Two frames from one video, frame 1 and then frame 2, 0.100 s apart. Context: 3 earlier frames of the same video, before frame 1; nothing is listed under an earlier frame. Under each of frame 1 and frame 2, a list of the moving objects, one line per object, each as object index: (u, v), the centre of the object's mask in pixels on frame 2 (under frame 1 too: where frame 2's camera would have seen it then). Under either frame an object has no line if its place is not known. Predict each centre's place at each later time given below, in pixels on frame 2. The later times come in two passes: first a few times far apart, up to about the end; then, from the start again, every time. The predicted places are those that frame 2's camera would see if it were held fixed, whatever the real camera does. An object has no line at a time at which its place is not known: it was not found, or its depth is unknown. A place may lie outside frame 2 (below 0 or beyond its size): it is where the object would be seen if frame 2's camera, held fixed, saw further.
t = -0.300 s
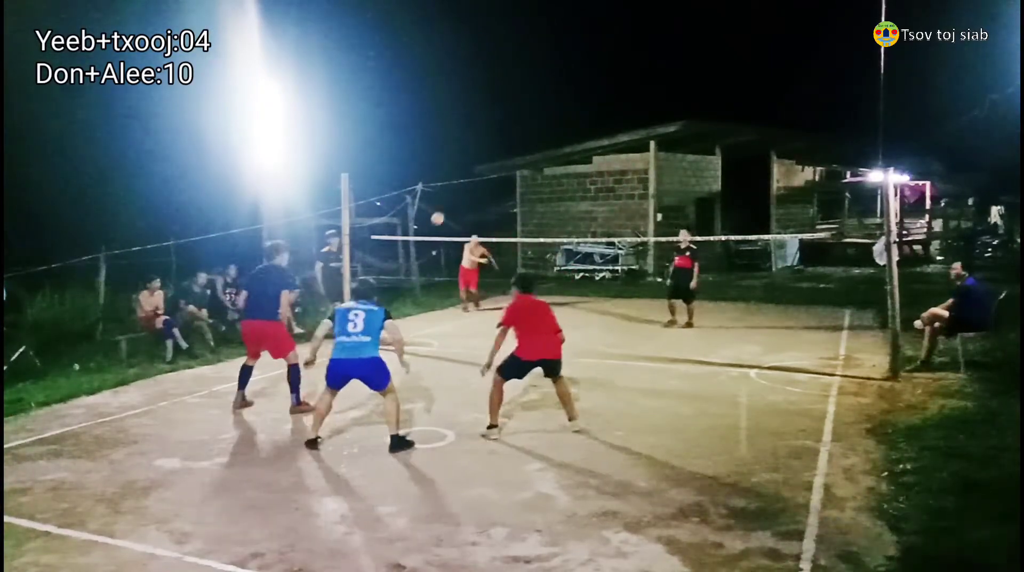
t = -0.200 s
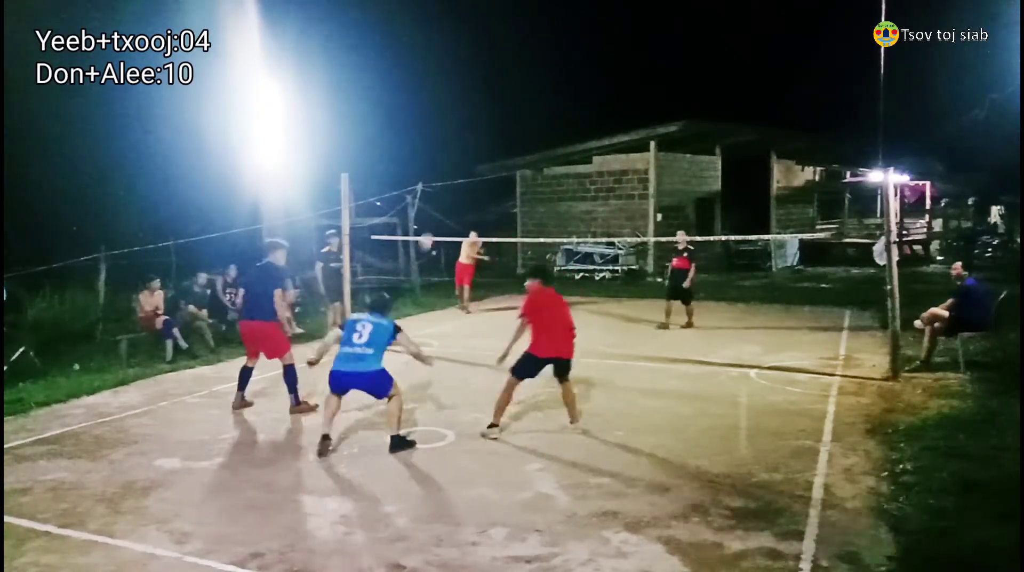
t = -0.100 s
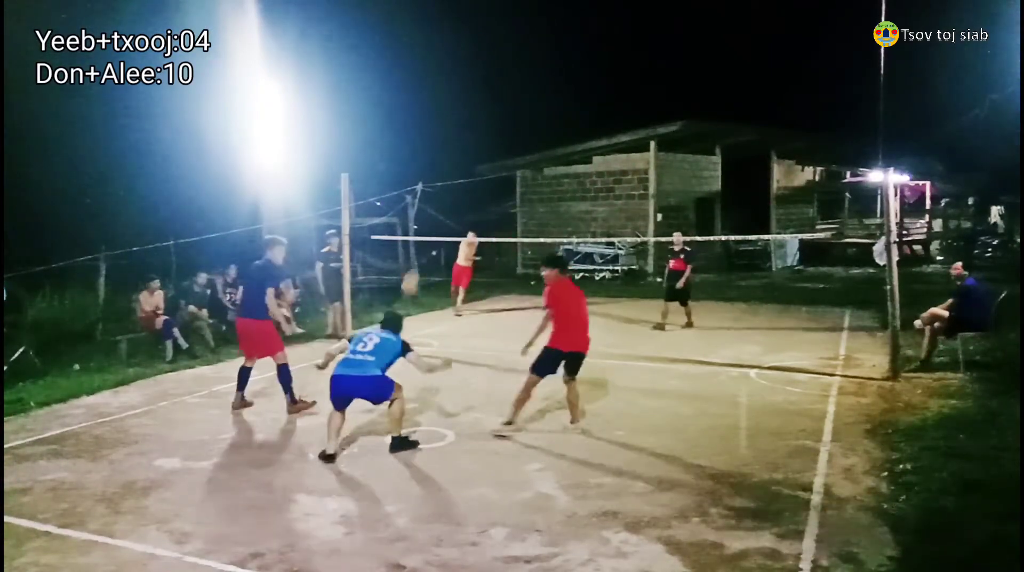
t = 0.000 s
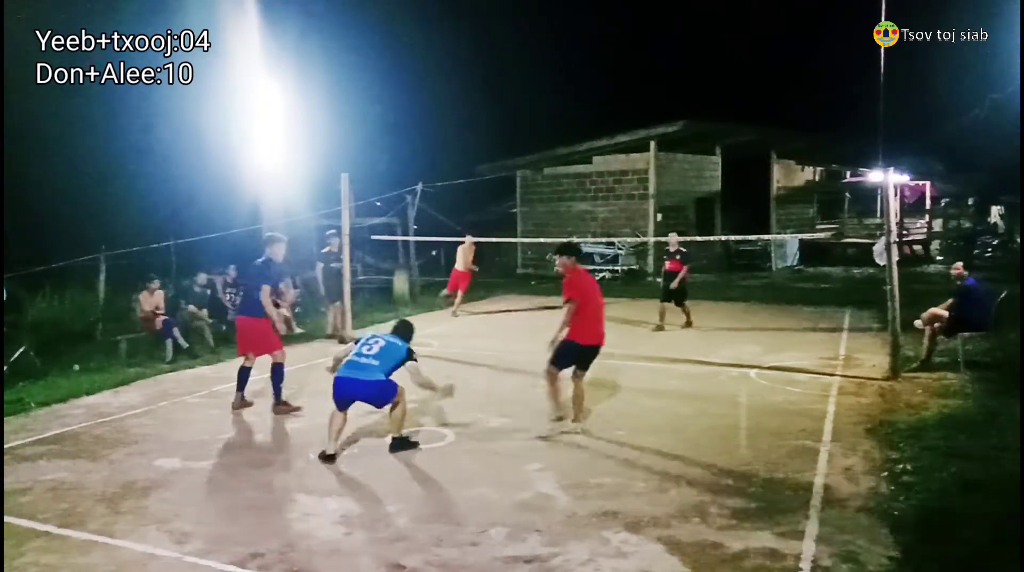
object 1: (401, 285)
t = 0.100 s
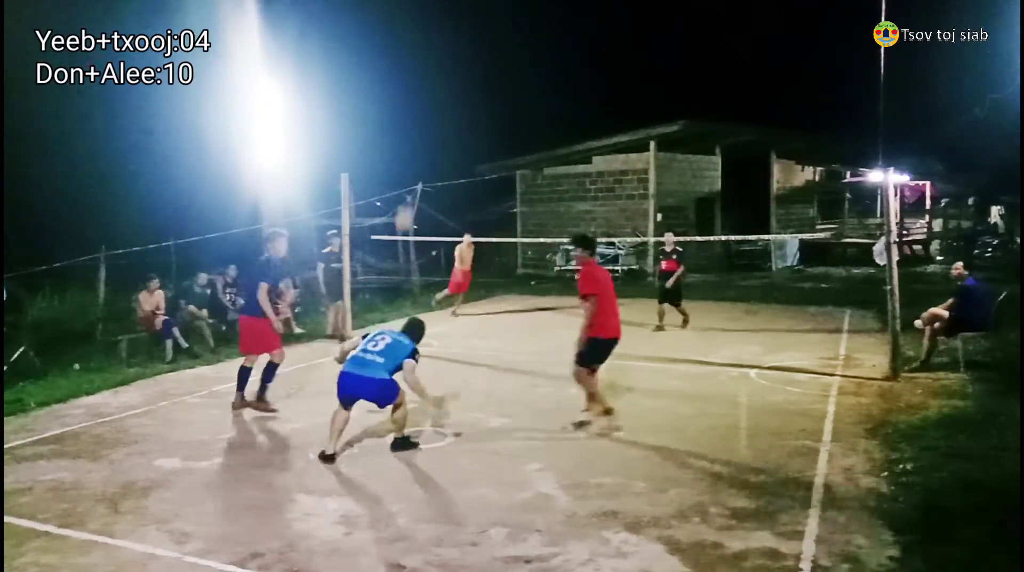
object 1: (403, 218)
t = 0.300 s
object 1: (410, 126)
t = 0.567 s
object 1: (418, 83)
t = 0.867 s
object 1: (430, 138)
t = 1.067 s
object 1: (439, 228)
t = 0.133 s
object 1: (405, 200)
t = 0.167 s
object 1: (406, 182)
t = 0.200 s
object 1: (407, 166)
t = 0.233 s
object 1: (408, 152)
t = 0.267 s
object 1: (409, 138)
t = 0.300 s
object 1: (410, 126)
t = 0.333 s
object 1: (411, 116)
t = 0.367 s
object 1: (412, 107)
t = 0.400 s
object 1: (413, 99)
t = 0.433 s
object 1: (414, 93)
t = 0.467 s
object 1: (415, 89)
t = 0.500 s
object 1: (416, 85)
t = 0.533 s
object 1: (417, 83)
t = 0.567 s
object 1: (418, 83)
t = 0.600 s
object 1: (420, 83)
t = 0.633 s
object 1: (421, 86)
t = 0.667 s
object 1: (422, 89)
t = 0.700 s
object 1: (423, 94)
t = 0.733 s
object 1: (425, 100)
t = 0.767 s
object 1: (426, 108)
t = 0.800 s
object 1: (427, 116)
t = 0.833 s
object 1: (429, 127)
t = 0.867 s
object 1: (430, 138)
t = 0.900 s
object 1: (432, 151)
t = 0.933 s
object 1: (433, 165)
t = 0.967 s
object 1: (435, 179)
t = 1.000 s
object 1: (436, 196)
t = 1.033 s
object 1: (438, 212)
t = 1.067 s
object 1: (439, 228)
